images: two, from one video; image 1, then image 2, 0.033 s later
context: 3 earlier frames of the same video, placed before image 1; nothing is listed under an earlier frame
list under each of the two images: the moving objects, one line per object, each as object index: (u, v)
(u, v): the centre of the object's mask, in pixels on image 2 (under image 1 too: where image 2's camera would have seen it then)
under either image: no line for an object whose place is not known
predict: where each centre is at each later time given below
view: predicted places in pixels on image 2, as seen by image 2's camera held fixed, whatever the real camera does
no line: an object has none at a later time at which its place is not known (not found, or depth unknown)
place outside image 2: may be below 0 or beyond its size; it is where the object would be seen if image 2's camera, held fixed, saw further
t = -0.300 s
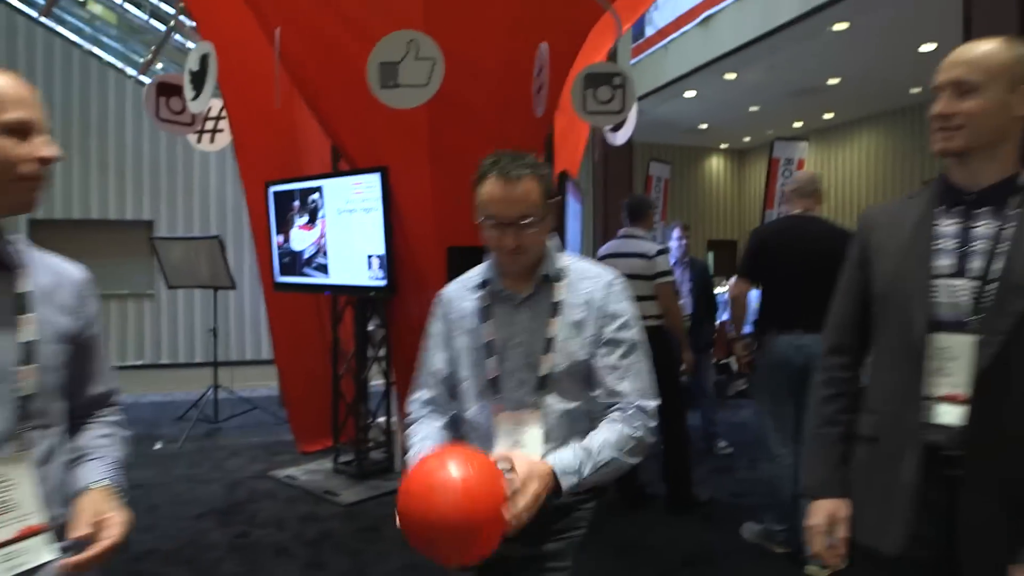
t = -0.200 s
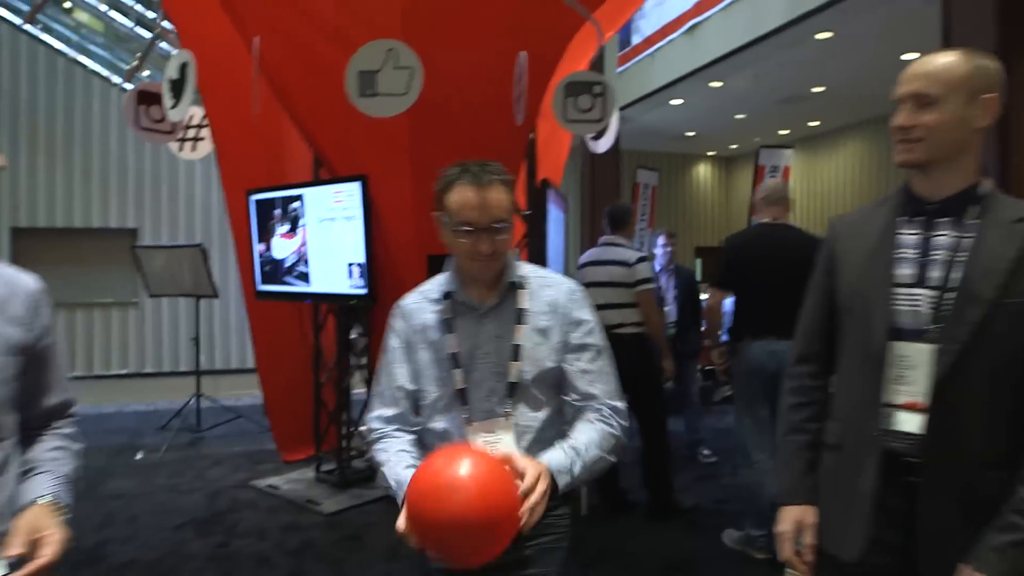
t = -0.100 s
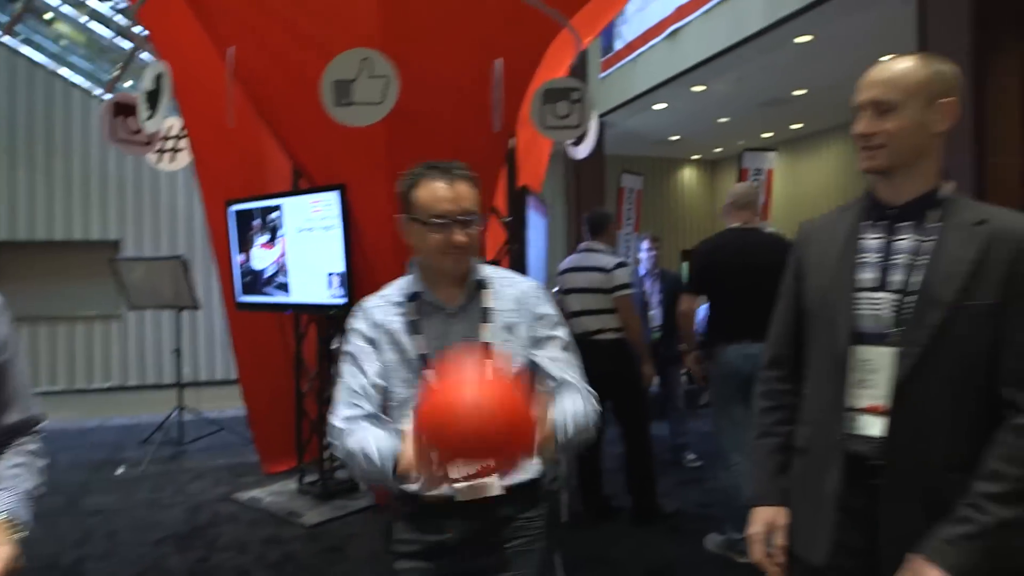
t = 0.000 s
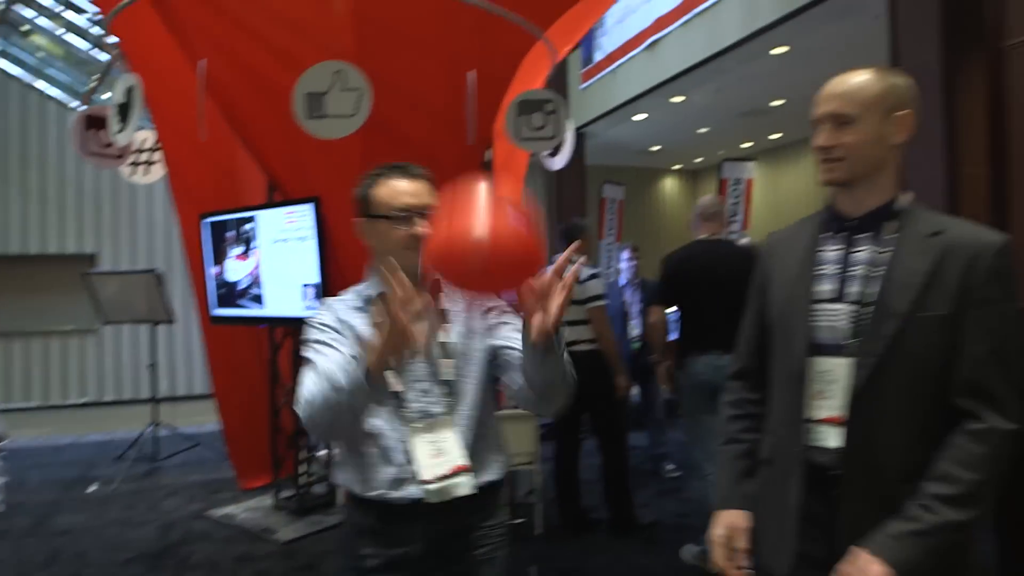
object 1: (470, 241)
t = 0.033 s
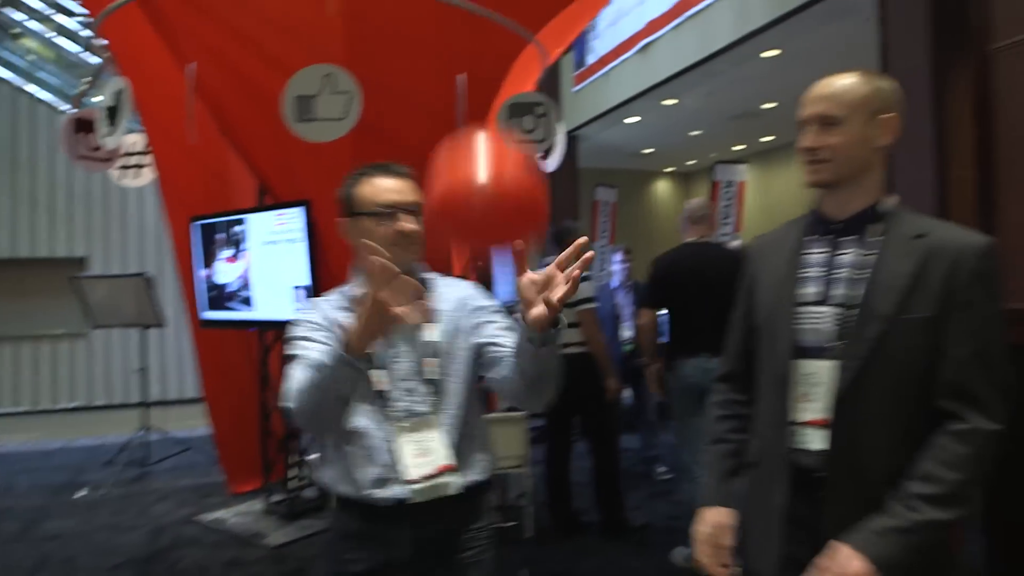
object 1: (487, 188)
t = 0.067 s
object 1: (501, 146)
